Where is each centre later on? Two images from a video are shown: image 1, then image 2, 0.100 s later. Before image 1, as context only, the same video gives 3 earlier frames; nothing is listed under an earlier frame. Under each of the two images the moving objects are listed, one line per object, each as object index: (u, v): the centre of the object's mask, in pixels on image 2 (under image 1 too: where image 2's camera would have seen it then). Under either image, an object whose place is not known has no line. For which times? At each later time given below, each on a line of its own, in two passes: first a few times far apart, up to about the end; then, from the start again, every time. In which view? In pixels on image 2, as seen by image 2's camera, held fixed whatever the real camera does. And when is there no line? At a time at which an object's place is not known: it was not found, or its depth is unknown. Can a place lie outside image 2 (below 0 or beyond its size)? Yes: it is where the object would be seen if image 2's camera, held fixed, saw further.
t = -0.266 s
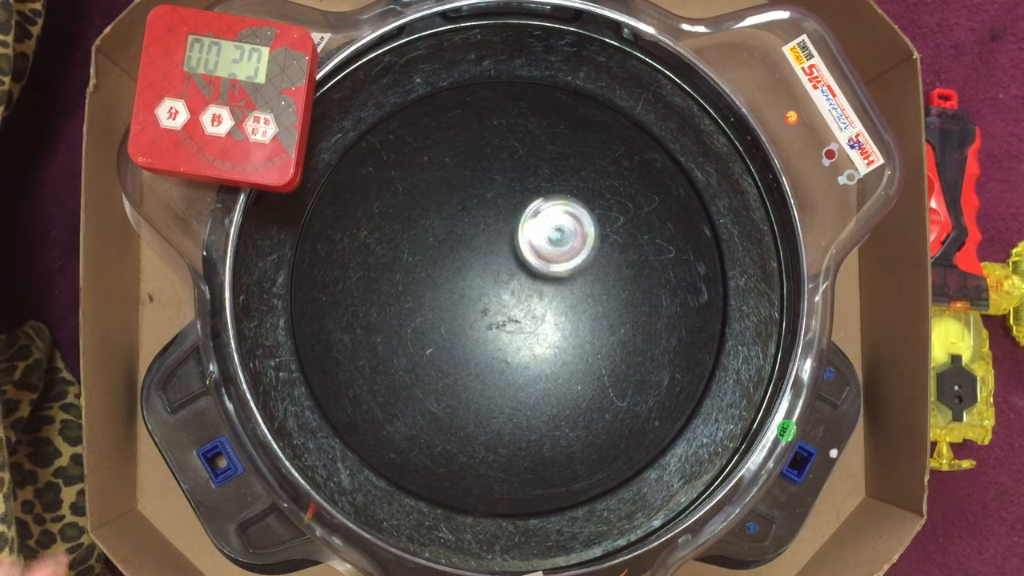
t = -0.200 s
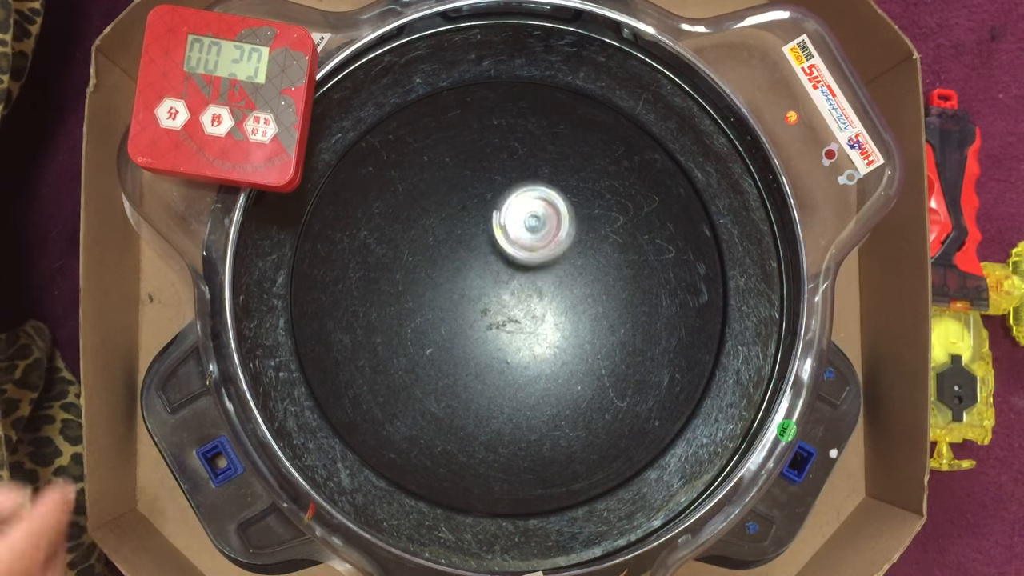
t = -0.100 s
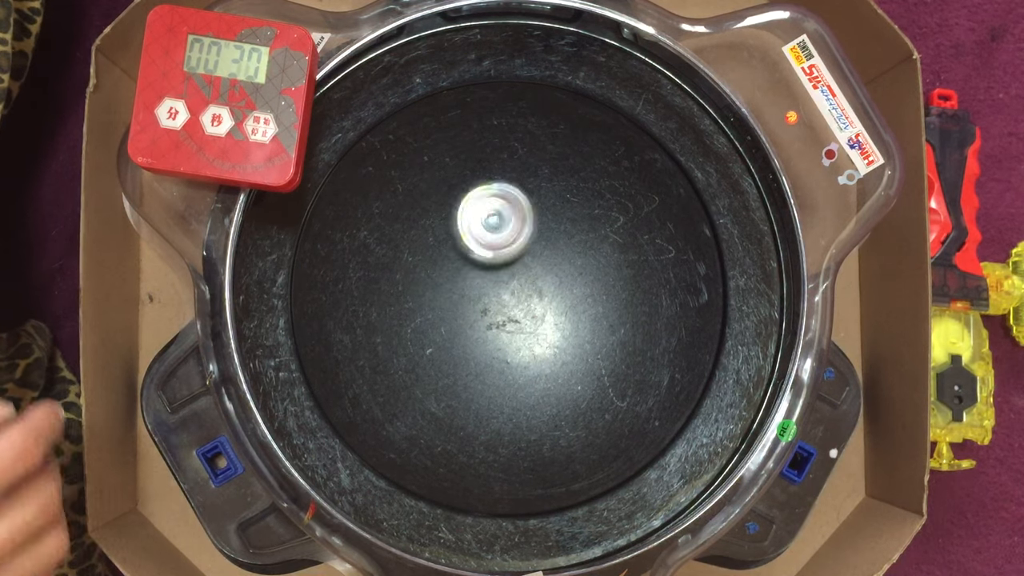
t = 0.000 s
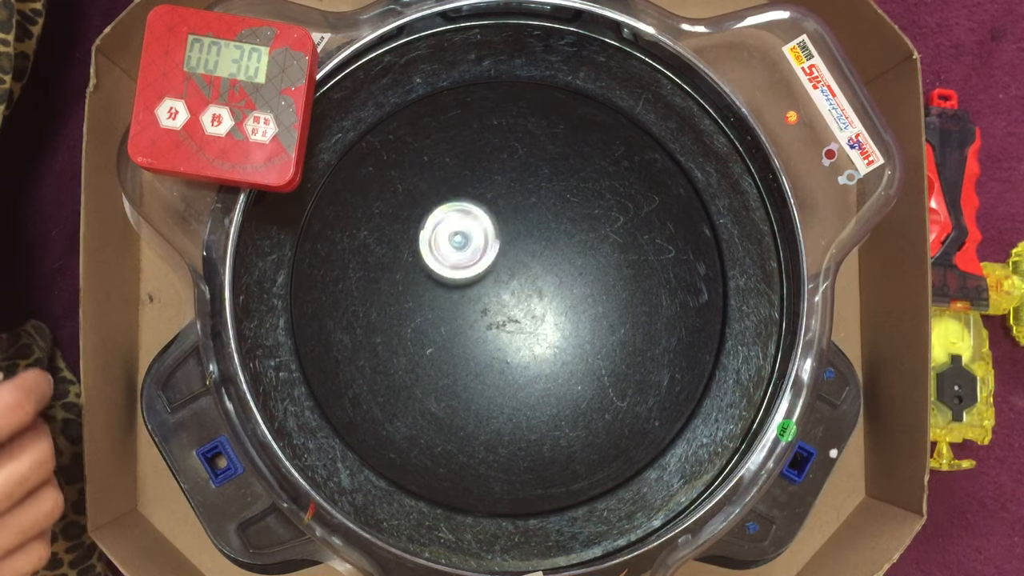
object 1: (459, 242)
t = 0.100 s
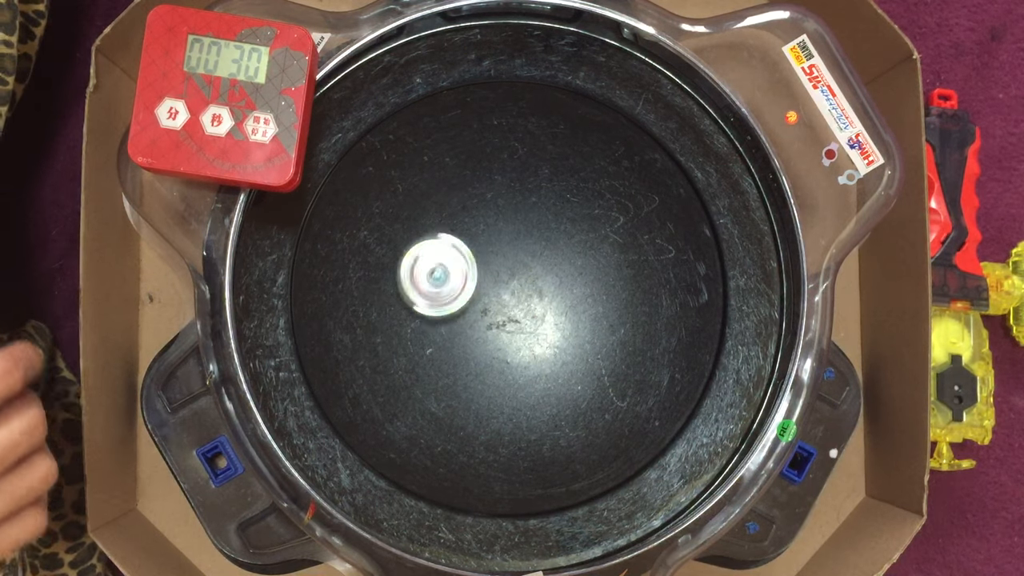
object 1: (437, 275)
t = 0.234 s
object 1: (444, 330)
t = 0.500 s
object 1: (536, 364)
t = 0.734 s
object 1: (581, 292)
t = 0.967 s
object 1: (530, 227)
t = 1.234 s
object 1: (444, 266)
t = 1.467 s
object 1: (465, 350)
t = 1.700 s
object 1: (547, 353)
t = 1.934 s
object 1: (576, 278)
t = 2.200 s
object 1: (500, 229)
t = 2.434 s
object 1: (442, 284)
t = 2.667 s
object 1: (481, 357)
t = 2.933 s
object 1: (566, 330)
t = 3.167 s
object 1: (558, 252)
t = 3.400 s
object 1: (483, 236)
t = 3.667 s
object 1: (452, 327)
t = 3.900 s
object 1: (524, 358)
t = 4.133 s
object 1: (574, 299)
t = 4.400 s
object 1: (521, 233)
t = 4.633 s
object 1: (452, 266)
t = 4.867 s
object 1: (466, 341)
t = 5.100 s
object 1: (539, 348)
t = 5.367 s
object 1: (566, 272)
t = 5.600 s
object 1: (504, 235)
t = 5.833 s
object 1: (449, 284)
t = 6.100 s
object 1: (492, 354)
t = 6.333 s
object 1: (557, 330)
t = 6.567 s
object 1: (557, 259)
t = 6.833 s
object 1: (481, 242)
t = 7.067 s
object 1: (451, 307)
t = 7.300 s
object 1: (505, 355)
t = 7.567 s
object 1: (565, 311)
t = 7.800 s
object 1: (542, 247)
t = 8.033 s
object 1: (472, 252)
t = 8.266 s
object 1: (457, 318)
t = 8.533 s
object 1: (525, 347)
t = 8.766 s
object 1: (564, 292)
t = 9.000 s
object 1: (522, 244)
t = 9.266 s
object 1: (460, 281)
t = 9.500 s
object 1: (486, 341)
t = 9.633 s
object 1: (522, 343)
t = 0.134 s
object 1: (435, 289)
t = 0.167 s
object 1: (436, 304)
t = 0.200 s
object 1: (439, 317)
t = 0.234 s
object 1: (444, 330)
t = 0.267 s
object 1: (452, 341)
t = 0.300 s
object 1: (462, 350)
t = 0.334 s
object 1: (472, 358)
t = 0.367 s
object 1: (483, 364)
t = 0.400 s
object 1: (496, 368)
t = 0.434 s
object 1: (509, 369)
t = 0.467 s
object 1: (522, 368)
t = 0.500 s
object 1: (536, 364)
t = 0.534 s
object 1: (547, 359)
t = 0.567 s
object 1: (556, 351)
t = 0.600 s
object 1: (566, 342)
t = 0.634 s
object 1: (574, 331)
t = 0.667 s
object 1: (579, 318)
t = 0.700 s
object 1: (582, 305)
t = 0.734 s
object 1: (581, 292)
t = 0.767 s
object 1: (579, 280)
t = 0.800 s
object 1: (575, 268)
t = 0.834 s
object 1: (569, 257)
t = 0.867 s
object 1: (562, 248)
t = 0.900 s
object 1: (552, 239)
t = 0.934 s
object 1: (542, 232)
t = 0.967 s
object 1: (530, 227)
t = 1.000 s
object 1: (517, 224)
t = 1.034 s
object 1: (503, 224)
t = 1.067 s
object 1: (490, 227)
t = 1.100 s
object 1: (480, 231)
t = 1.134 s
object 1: (468, 237)
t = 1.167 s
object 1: (458, 245)
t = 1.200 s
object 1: (450, 255)
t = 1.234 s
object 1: (444, 266)
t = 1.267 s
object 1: (439, 278)
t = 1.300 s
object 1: (438, 291)
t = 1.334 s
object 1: (438, 304)
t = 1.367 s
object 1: (441, 317)
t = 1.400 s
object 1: (447, 330)
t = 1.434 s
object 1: (456, 341)
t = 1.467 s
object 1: (465, 350)
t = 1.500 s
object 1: (478, 357)
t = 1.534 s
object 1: (489, 361)
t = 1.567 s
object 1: (499, 363)
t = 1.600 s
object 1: (512, 364)
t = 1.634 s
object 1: (525, 362)
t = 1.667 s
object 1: (537, 359)
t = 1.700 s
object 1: (547, 353)
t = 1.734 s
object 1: (557, 345)
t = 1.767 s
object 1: (567, 336)
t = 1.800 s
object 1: (574, 324)
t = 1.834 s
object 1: (577, 312)
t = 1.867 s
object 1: (579, 300)
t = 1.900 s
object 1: (578, 289)
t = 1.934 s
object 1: (576, 278)
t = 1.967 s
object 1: (572, 266)
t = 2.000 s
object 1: (565, 254)
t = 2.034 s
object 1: (557, 245)
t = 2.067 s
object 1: (547, 237)
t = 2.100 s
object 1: (536, 232)
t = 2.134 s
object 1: (524, 229)
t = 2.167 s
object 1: (512, 228)
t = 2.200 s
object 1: (500, 229)
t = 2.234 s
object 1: (489, 232)
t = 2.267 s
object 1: (477, 236)
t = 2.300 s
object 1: (466, 243)
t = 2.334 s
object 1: (456, 252)
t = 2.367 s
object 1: (450, 262)
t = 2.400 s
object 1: (445, 273)
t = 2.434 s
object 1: (442, 284)
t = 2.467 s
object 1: (441, 297)
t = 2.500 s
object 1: (443, 309)
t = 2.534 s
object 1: (445, 321)
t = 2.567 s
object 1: (451, 332)
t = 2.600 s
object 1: (460, 343)
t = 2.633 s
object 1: (470, 351)
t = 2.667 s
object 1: (481, 357)
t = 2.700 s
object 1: (493, 360)
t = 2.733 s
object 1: (503, 362)
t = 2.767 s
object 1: (515, 362)
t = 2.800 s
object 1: (528, 360)
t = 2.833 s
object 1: (538, 355)
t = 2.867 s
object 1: (549, 348)
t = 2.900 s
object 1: (559, 341)
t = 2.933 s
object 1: (566, 330)
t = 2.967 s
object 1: (571, 320)
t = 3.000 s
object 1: (573, 309)
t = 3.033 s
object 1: (574, 298)
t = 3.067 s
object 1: (574, 285)
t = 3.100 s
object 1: (571, 273)
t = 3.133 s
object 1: (566, 262)
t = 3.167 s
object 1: (558, 252)
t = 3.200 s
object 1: (551, 244)
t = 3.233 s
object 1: (541, 238)
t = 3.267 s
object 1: (530, 233)
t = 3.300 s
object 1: (519, 230)
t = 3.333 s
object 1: (506, 229)
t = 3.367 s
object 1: (493, 232)
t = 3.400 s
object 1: (483, 236)
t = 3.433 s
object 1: (473, 241)
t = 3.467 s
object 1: (464, 249)
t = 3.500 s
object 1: (455, 258)
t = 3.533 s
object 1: (445, 280)
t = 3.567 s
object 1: (444, 293)
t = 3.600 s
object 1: (445, 304)
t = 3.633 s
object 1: (448, 315)
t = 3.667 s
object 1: (452, 327)
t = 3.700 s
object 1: (460, 338)
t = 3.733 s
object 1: (468, 346)
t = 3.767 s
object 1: (479, 353)
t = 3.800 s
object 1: (492, 358)
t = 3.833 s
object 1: (502, 359)
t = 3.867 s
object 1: (513, 359)
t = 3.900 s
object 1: (524, 358)
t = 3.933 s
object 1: (534, 355)
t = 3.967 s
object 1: (545, 348)
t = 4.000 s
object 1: (556, 341)
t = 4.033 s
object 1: (562, 332)
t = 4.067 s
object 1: (568, 322)
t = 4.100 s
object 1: (572, 313)
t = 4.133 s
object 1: (574, 299)
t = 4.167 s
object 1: (573, 288)
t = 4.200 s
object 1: (570, 276)
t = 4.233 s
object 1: (565, 266)
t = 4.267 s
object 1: (560, 258)
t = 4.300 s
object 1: (552, 249)
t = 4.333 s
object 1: (543, 241)
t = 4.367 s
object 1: (531, 236)
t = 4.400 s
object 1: (521, 233)
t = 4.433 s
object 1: (510, 233)
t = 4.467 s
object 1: (498, 234)
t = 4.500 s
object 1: (487, 237)
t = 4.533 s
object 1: (476, 242)
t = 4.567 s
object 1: (465, 248)
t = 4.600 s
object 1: (459, 257)
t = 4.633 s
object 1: (452, 266)
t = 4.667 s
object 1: (447, 277)
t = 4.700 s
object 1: (445, 288)
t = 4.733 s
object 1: (445, 300)
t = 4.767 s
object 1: (449, 311)
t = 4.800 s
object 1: (452, 322)
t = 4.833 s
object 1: (459, 332)
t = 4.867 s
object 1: (466, 341)
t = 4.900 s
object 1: (476, 348)
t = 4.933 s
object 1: (487, 353)
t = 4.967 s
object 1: (498, 356)
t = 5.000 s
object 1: (508, 356)
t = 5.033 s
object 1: (520, 356)
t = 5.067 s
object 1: (530, 353)
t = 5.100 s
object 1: (539, 348)
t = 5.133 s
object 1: (550, 341)
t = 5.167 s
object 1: (558, 333)
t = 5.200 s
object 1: (563, 325)
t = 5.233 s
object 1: (567, 316)
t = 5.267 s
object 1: (570, 304)
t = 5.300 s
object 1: (570, 292)
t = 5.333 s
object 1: (568, 281)
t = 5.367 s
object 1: (566, 272)
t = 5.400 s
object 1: (561, 262)
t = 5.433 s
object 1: (554, 252)
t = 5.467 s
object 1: (545, 245)
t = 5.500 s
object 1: (535, 240)
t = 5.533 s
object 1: (527, 237)
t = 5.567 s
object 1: (515, 235)
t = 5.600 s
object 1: (504, 235)
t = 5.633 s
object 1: (492, 238)
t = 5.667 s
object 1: (483, 242)
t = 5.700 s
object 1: (473, 248)
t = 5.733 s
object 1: (464, 255)
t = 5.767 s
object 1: (457, 263)
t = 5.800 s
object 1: (452, 273)
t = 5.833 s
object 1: (449, 284)
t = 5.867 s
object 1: (448, 295)
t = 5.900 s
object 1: (449, 306)
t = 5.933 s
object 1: (452, 317)
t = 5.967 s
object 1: (457, 328)
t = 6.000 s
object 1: (465, 336)
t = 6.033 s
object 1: (472, 343)
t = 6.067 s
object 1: (482, 350)
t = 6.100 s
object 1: (492, 354)
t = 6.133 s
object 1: (504, 356)
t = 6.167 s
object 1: (514, 356)
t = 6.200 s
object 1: (523, 354)
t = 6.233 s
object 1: (533, 351)
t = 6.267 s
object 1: (543, 345)
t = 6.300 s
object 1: (552, 338)
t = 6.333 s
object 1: (557, 330)
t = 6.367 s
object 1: (563, 322)
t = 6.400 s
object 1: (566, 312)
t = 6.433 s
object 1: (569, 300)
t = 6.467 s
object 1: (567, 289)
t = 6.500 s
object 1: (566, 281)
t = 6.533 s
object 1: (563, 269)
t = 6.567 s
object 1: (557, 259)
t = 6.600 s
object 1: (549, 251)
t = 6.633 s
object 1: (542, 246)
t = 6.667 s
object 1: (533, 240)
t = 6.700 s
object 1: (523, 237)
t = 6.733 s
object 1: (511, 236)
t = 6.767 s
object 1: (501, 237)
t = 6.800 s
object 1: (491, 239)
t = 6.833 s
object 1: (481, 242)
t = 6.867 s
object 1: (470, 249)
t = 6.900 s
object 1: (464, 256)
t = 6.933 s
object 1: (457, 265)
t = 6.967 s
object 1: (452, 274)
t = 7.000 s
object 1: (449, 285)
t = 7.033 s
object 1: (449, 296)
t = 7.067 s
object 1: (451, 307)
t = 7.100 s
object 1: (454, 317)
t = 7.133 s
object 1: (459, 328)
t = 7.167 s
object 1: (467, 337)
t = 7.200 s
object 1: (475, 342)
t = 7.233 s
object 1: (484, 348)
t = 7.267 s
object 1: (493, 353)
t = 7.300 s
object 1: (505, 355)
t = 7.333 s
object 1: (515, 354)
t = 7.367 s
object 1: (523, 352)
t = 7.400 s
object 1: (532, 349)
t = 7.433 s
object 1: (543, 344)
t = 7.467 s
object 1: (551, 337)
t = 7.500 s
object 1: (558, 330)
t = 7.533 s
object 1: (562, 321)
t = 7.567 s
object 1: (565, 311)
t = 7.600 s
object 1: (568, 299)
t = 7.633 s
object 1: (567, 290)
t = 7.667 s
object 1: (565, 280)
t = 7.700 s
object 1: (561, 270)
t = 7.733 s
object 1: (555, 260)
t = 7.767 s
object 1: (549, 255)
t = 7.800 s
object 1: (542, 247)
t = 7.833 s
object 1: (531, 242)
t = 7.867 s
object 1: (522, 240)
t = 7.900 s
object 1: (512, 239)
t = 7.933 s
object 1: (501, 239)
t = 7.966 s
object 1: (490, 242)
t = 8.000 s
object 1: (481, 247)
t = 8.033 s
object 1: (472, 252)
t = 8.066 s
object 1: (464, 259)
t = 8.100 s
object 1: (458, 268)
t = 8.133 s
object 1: (454, 277)
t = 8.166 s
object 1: (452, 287)
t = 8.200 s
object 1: (451, 296)
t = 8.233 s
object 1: (453, 309)
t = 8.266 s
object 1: (457, 318)
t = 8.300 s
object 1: (461, 326)
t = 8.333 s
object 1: (469, 335)
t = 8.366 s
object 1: (478, 342)
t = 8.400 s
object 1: (487, 346)
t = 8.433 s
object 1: (496, 349)
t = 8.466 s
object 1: (506, 351)
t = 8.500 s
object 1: (517, 350)
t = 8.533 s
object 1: (525, 347)
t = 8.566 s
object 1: (533, 343)
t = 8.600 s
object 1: (541, 339)
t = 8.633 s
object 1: (550, 331)
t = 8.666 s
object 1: (555, 322)
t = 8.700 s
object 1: (559, 314)
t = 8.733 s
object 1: (561, 305)
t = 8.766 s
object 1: (564, 292)
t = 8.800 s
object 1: (561, 285)
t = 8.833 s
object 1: (559, 276)
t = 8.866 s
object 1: (555, 266)
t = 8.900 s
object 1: (547, 258)
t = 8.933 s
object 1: (542, 254)
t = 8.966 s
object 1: (533, 247)
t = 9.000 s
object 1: (522, 244)
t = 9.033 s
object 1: (514, 243)
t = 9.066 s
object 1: (504, 244)
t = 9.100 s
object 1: (494, 246)
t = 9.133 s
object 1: (485, 251)
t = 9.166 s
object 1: (477, 257)
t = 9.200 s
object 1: (469, 263)
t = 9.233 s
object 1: (463, 272)
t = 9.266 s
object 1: (460, 281)
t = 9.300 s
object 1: (458, 290)
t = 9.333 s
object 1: (458, 300)
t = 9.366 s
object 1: (460, 311)
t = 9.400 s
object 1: (465, 319)
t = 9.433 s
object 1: (469, 328)
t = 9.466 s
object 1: (477, 336)
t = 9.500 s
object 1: (486, 341)
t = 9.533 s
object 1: (494, 344)
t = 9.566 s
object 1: (504, 347)
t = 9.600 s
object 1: (514, 346)
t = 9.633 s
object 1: (522, 343)
